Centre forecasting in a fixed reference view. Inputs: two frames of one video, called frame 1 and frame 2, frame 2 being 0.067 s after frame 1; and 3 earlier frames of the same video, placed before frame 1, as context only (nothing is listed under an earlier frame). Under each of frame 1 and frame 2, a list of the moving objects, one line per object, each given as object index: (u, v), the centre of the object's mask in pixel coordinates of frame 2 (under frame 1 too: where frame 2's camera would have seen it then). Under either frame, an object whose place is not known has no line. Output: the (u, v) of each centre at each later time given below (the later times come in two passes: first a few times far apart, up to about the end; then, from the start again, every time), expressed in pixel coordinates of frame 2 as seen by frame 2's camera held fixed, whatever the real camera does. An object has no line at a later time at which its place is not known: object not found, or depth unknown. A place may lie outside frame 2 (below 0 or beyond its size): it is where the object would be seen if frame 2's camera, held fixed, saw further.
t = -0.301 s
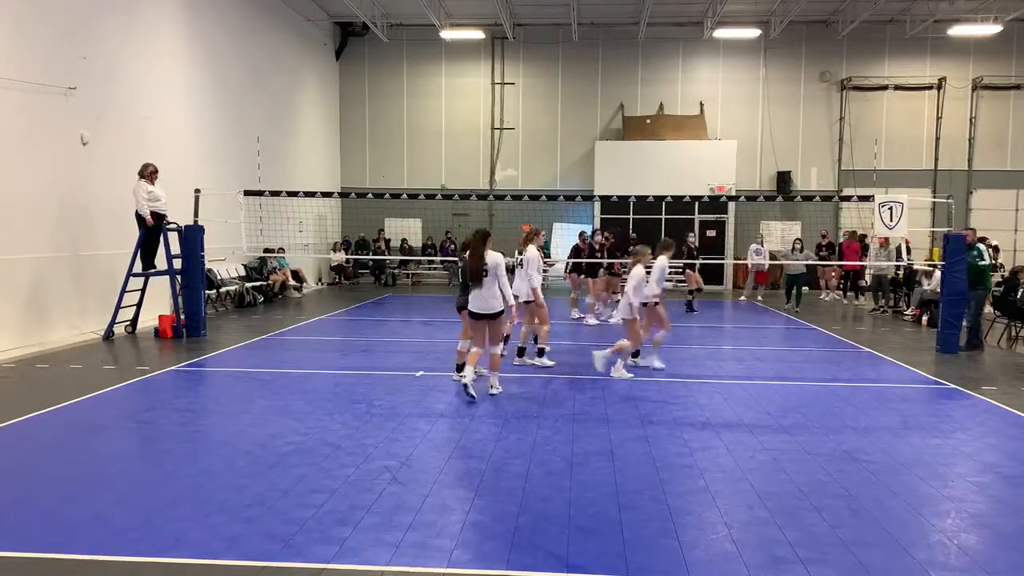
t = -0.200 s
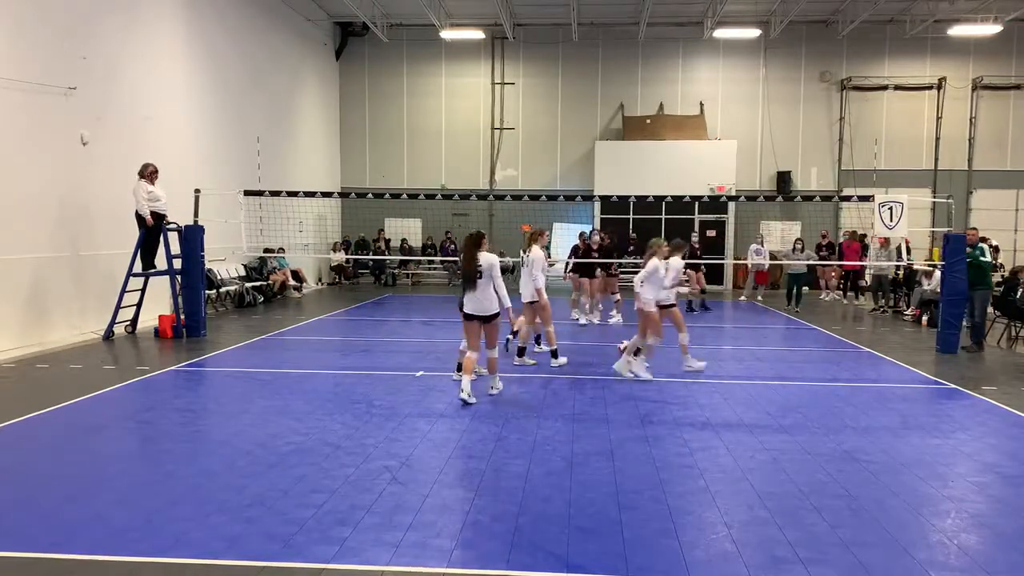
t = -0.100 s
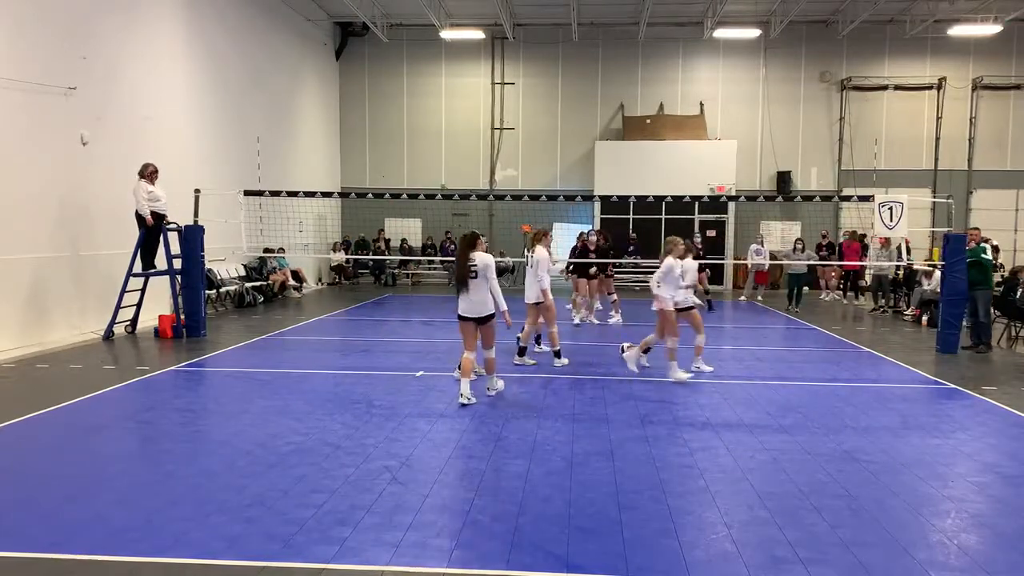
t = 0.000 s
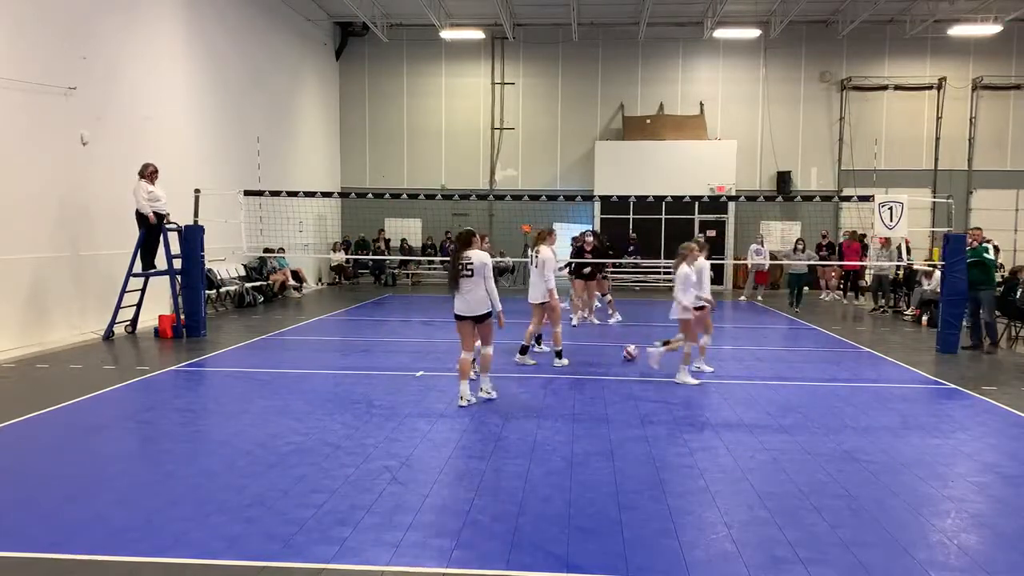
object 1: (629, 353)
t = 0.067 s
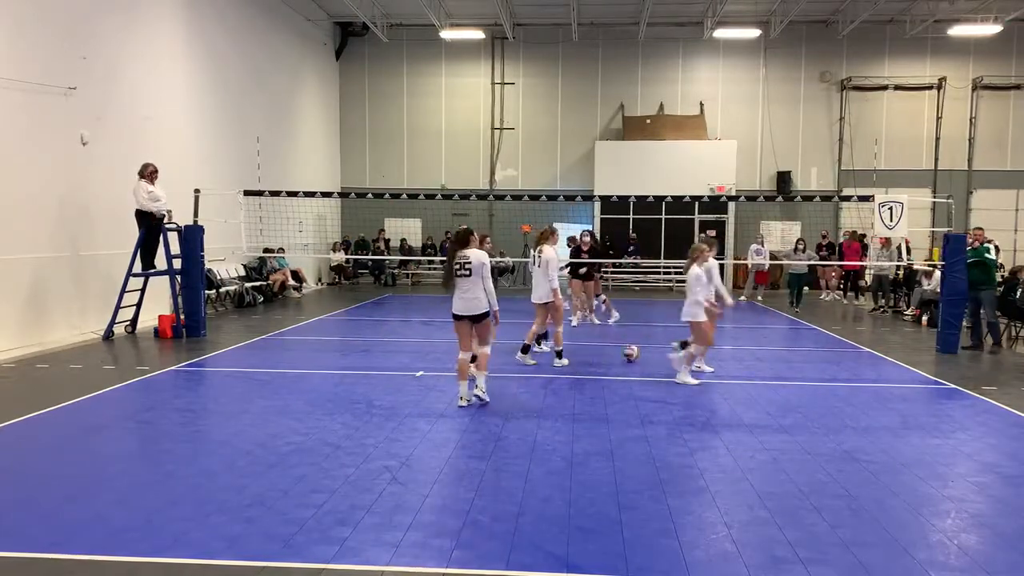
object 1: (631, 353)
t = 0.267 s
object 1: (637, 358)
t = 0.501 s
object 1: (644, 363)
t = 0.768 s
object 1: (653, 369)
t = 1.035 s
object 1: (661, 375)
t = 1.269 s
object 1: (671, 381)
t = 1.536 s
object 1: (681, 389)
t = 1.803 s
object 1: (694, 397)
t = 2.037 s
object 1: (706, 406)
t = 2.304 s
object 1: (720, 414)
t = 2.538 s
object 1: (734, 423)
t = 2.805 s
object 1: (751, 435)
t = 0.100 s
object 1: (632, 354)
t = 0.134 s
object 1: (633, 355)
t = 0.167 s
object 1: (634, 355)
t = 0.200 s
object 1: (634, 356)
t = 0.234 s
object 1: (636, 357)
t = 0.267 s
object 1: (637, 358)
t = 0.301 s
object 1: (637, 358)
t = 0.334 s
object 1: (639, 359)
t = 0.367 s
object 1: (639, 360)
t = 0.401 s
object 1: (641, 361)
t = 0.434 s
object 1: (641, 362)
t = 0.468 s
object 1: (643, 362)
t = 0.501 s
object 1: (644, 363)
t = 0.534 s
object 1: (645, 363)
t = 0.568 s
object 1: (645, 364)
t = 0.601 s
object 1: (647, 365)
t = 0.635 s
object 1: (648, 365)
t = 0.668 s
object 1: (649, 365)
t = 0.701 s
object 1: (651, 367)
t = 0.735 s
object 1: (652, 368)
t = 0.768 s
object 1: (653, 369)
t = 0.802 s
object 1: (653, 370)
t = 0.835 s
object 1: (655, 370)
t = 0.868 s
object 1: (656, 371)
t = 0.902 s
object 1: (657, 371)
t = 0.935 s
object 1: (658, 373)
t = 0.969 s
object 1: (659, 374)
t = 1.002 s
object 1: (661, 375)
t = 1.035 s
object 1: (661, 375)
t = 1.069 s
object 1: (663, 376)
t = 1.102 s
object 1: (665, 377)
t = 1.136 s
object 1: (665, 378)
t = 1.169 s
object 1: (667, 378)
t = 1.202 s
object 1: (668, 379)
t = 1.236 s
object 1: (669, 380)
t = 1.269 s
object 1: (671, 381)
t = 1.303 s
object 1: (671, 381)
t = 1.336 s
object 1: (673, 383)
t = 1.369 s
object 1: (675, 384)
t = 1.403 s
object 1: (677, 385)
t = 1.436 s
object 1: (678, 387)
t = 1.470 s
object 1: (679, 387)
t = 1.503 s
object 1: (681, 388)
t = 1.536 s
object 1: (681, 389)
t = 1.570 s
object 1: (683, 390)
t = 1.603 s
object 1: (685, 391)
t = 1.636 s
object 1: (687, 392)
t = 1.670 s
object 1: (688, 393)
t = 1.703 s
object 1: (689, 394)
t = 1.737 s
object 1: (691, 395)
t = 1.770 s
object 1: (693, 397)
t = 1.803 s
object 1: (694, 397)
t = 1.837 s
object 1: (696, 399)
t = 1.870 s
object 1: (697, 400)
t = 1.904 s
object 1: (699, 401)
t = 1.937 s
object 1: (701, 402)
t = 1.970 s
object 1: (702, 403)
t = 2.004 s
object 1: (704, 404)
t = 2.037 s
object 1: (706, 406)
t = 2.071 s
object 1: (708, 406)
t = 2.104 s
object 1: (709, 408)
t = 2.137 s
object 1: (710, 409)
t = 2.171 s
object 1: (713, 410)
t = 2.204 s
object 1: (716, 411)
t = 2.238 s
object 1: (717, 413)
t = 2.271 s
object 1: (719, 414)
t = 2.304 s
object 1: (720, 414)
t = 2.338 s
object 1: (723, 416)
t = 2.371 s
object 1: (724, 417)
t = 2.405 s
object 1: (726, 418)
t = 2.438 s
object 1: (729, 419)
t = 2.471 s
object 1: (731, 421)
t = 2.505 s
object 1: (732, 422)
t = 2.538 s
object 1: (734, 423)
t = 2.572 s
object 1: (736, 425)
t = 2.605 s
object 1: (739, 426)
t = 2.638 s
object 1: (741, 428)
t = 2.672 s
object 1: (743, 429)
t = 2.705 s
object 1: (745, 430)
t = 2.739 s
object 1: (747, 432)
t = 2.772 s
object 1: (749, 434)
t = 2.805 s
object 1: (751, 435)
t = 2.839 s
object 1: (753, 436)
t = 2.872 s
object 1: (756, 437)
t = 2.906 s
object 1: (758, 439)
